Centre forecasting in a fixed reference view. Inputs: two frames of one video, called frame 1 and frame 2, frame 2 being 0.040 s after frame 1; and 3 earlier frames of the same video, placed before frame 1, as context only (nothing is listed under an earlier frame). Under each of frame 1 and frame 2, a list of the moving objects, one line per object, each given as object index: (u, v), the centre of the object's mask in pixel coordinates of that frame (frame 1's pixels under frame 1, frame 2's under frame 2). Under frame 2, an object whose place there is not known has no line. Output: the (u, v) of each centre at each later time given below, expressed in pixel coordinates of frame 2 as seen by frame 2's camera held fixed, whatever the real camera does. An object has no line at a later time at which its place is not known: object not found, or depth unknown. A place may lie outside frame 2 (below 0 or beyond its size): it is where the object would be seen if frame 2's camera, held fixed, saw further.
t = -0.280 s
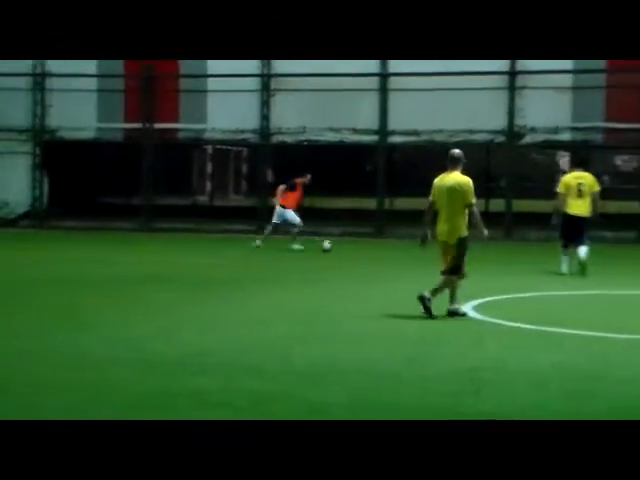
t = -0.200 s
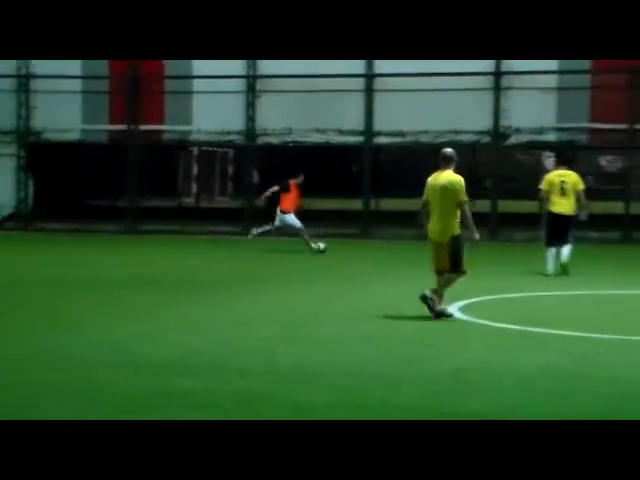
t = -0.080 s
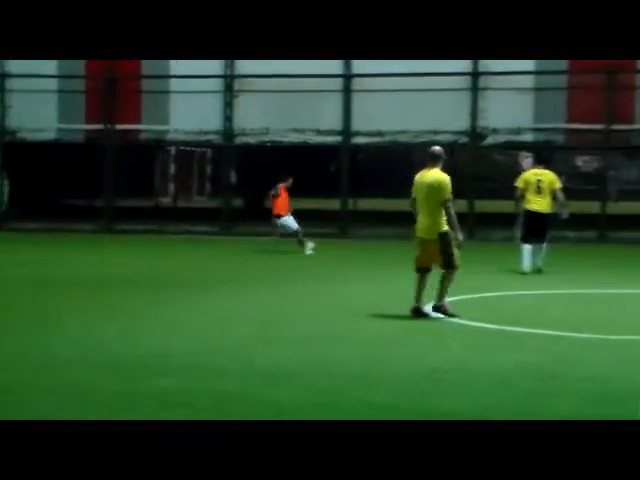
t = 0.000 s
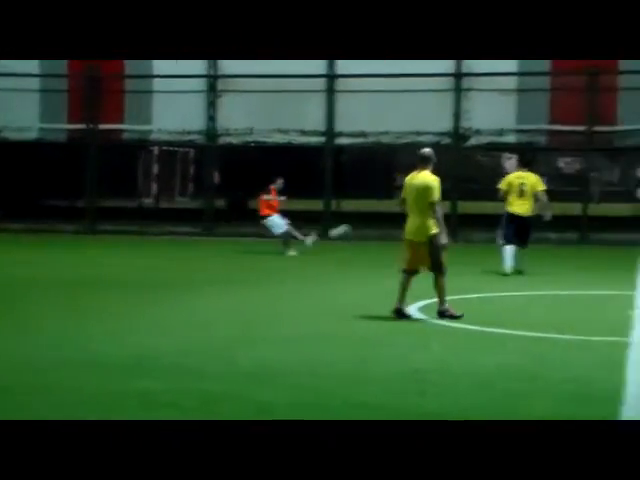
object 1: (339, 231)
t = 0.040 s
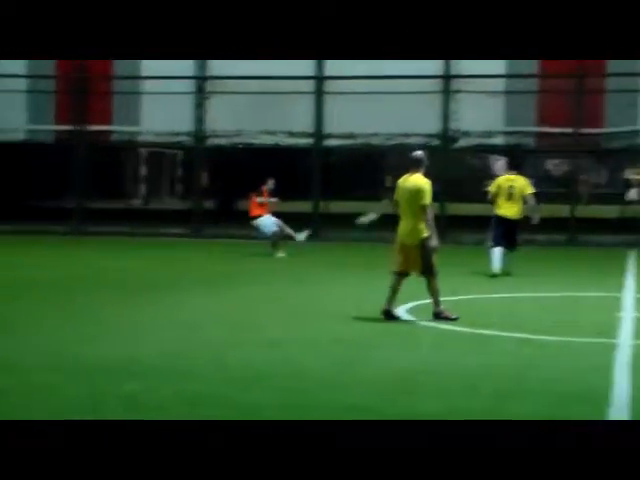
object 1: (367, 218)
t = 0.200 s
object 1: (538, 166)
